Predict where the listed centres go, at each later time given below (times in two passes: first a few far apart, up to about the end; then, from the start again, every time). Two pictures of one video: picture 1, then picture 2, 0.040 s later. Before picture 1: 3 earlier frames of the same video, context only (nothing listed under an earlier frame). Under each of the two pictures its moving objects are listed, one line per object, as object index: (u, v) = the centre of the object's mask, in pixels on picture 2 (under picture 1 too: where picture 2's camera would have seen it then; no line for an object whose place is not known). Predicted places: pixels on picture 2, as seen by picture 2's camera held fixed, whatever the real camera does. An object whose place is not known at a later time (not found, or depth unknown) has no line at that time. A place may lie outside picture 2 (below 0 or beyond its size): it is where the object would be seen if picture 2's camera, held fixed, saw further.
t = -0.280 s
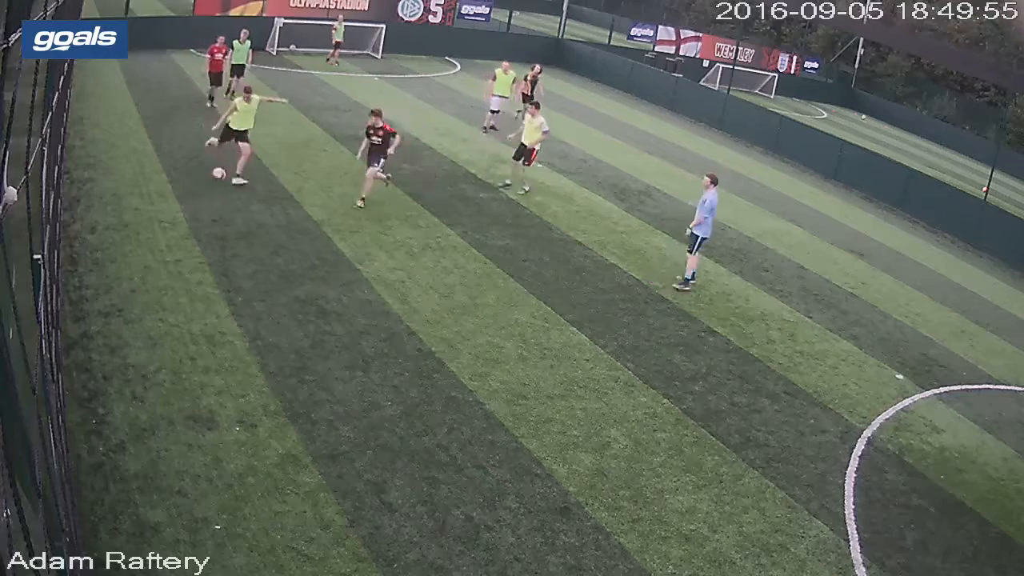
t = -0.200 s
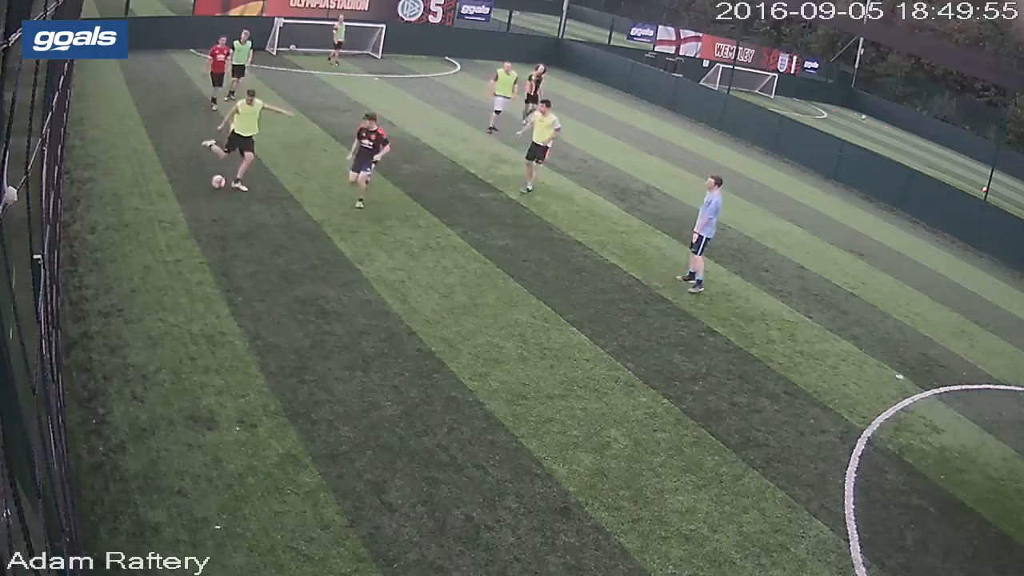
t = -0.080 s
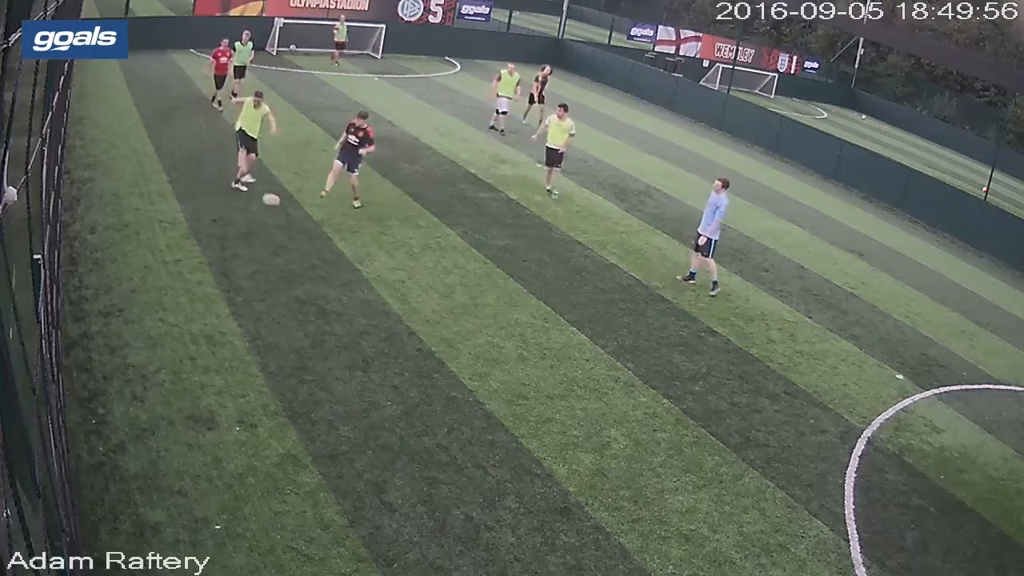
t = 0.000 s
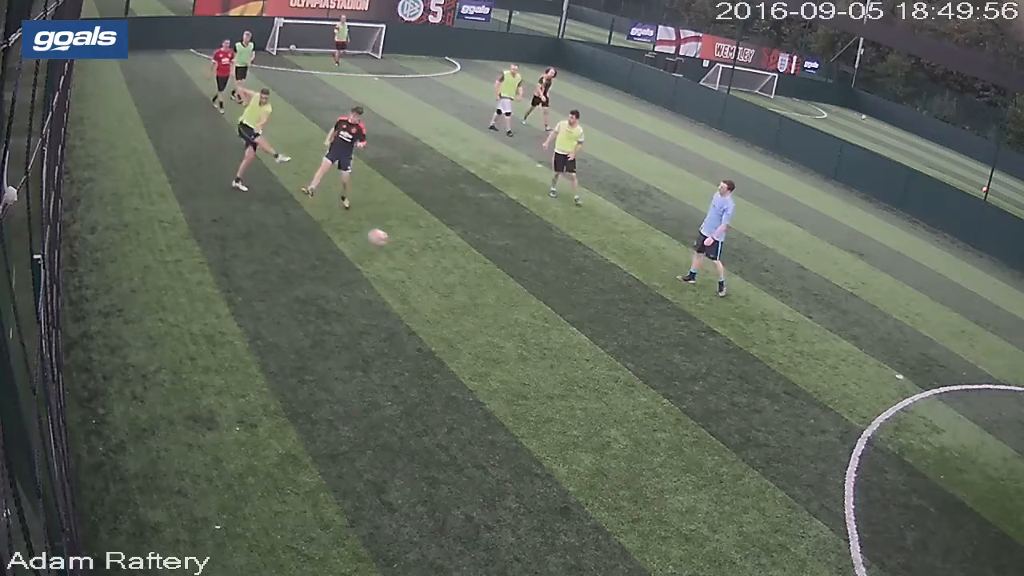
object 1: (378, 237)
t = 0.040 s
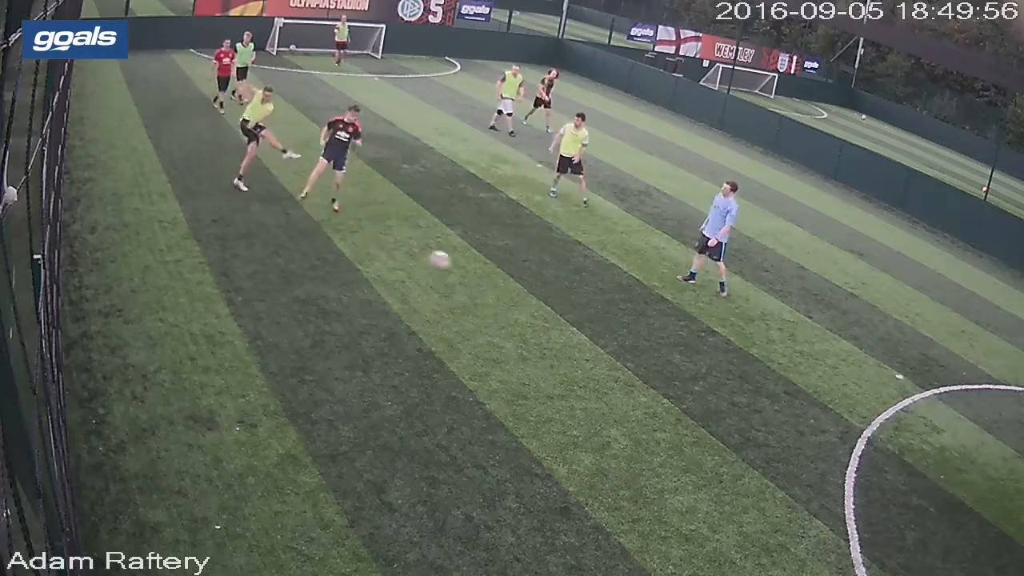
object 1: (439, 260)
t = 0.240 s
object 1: (811, 404)
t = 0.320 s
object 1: (955, 461)
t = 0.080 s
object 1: (508, 284)
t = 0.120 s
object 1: (580, 311)
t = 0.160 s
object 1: (655, 341)
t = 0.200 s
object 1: (732, 372)
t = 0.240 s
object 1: (811, 404)
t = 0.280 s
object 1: (885, 437)
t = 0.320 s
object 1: (955, 461)
